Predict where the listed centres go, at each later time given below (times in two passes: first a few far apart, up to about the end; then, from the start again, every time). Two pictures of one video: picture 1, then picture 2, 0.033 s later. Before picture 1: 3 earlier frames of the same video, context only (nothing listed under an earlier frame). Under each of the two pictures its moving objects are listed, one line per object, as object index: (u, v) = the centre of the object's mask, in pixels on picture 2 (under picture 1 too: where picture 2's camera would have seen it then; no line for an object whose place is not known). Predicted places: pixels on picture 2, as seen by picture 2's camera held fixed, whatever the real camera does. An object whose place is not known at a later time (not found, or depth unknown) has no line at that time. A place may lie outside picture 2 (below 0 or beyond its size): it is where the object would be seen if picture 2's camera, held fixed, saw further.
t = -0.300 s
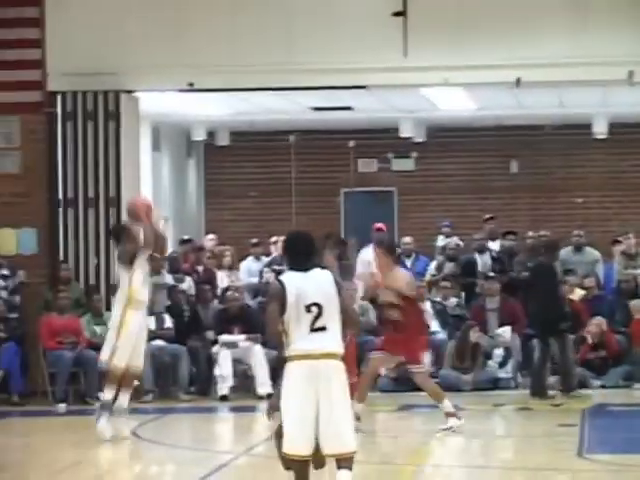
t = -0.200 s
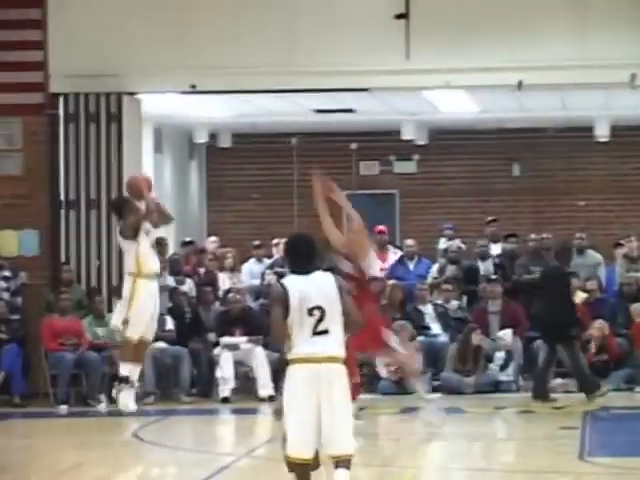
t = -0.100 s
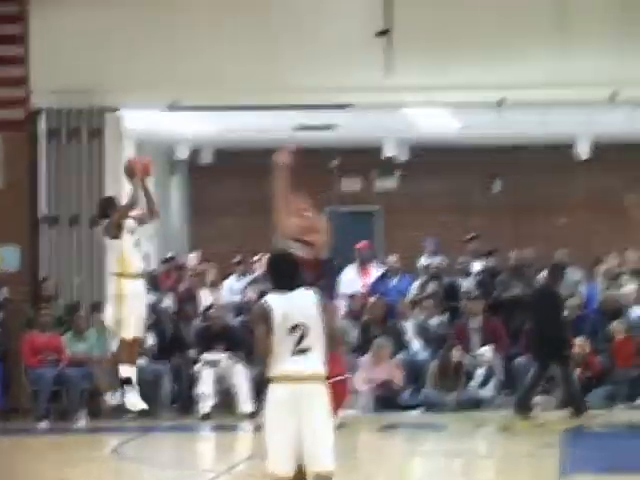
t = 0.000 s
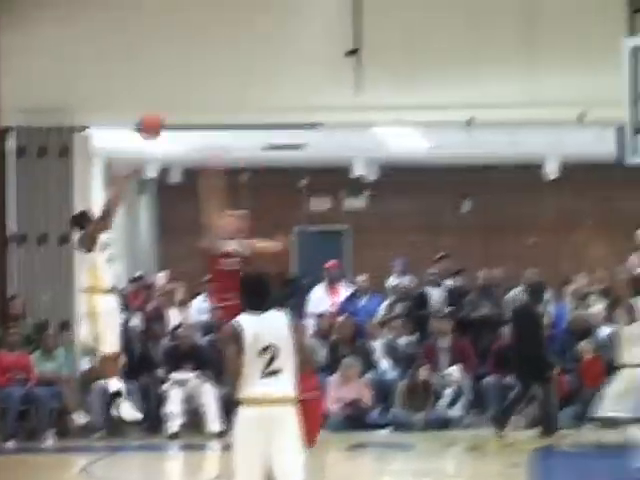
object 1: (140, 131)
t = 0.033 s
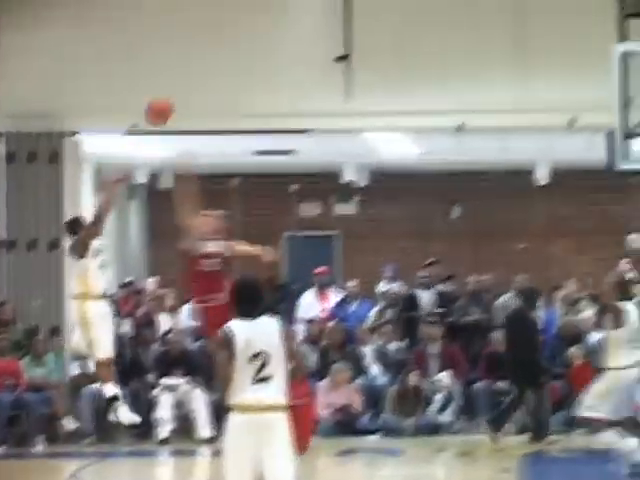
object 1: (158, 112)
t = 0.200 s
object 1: (249, 29)
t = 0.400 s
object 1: (355, -26)
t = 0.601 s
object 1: (457, -37)
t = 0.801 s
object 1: (557, -12)
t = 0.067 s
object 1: (176, 92)
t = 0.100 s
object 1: (195, 74)
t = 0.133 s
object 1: (213, 57)
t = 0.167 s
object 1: (231, 43)
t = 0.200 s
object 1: (249, 29)
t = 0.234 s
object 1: (267, 16)
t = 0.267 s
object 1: (285, 5)
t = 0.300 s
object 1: (302, -5)
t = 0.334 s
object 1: (321, -15)
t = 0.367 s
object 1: (337, -21)
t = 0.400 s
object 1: (355, -26)
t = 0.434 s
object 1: (372, -29)
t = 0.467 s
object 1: (389, -32)
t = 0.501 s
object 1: (406, -35)
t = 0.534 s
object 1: (423, -36)
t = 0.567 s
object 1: (440, -37)
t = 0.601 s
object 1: (457, -37)
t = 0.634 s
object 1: (475, -37)
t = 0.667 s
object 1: (491, -36)
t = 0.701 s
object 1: (507, -33)
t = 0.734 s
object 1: (524, -26)
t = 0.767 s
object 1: (540, -19)
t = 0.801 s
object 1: (557, -12)
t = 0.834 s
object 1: (573, -3)
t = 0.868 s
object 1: (589, 7)
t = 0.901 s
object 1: (605, 18)
